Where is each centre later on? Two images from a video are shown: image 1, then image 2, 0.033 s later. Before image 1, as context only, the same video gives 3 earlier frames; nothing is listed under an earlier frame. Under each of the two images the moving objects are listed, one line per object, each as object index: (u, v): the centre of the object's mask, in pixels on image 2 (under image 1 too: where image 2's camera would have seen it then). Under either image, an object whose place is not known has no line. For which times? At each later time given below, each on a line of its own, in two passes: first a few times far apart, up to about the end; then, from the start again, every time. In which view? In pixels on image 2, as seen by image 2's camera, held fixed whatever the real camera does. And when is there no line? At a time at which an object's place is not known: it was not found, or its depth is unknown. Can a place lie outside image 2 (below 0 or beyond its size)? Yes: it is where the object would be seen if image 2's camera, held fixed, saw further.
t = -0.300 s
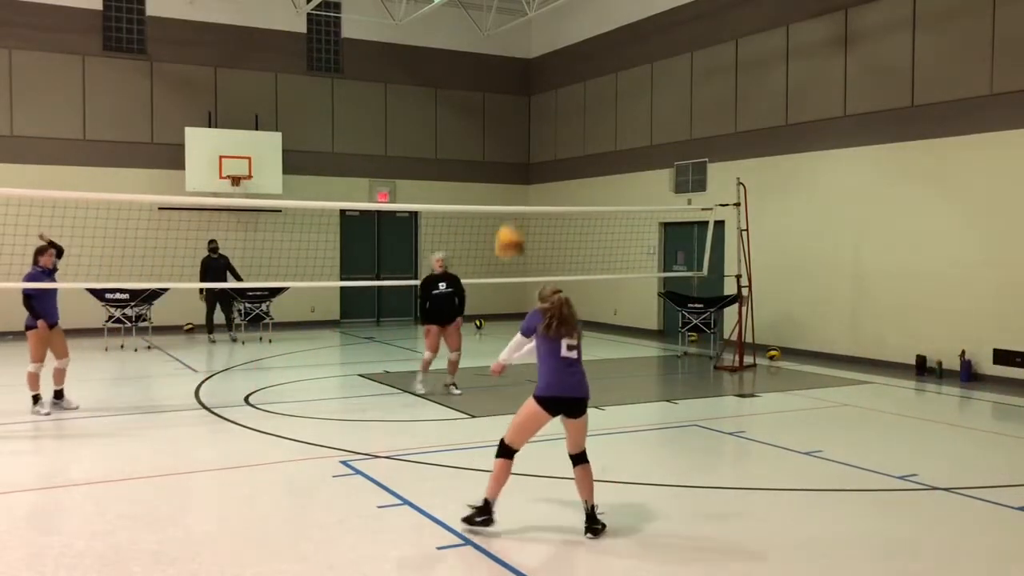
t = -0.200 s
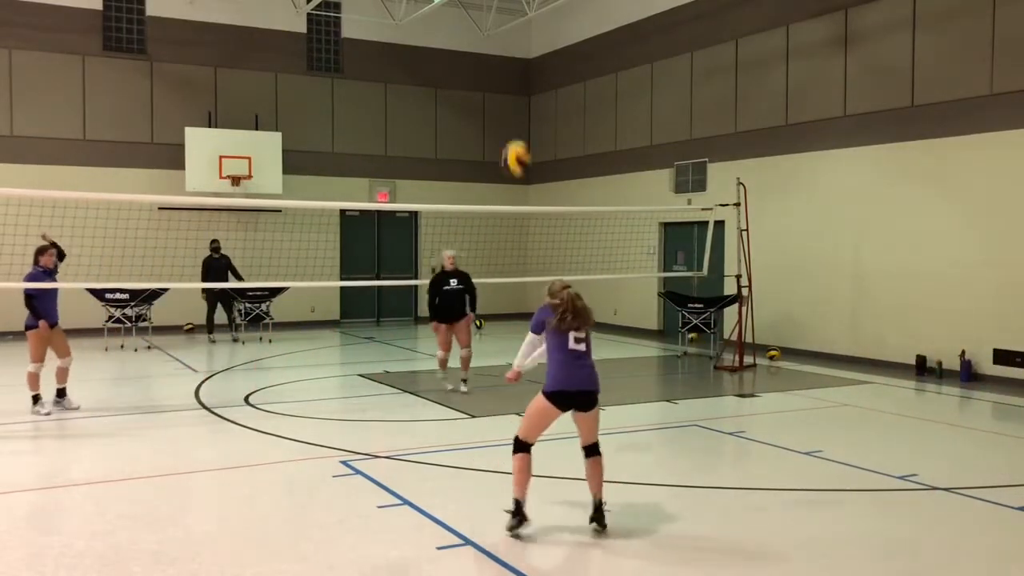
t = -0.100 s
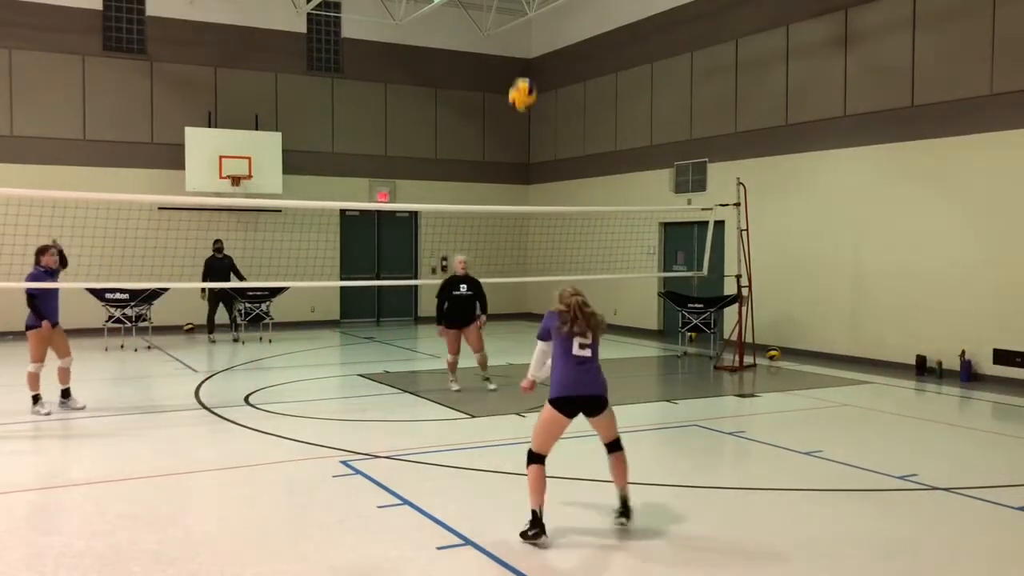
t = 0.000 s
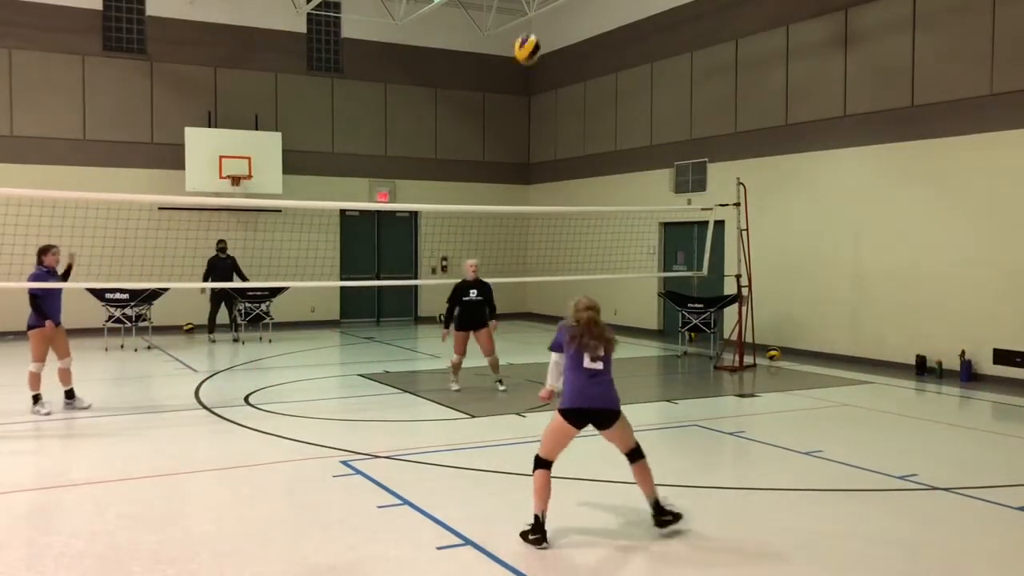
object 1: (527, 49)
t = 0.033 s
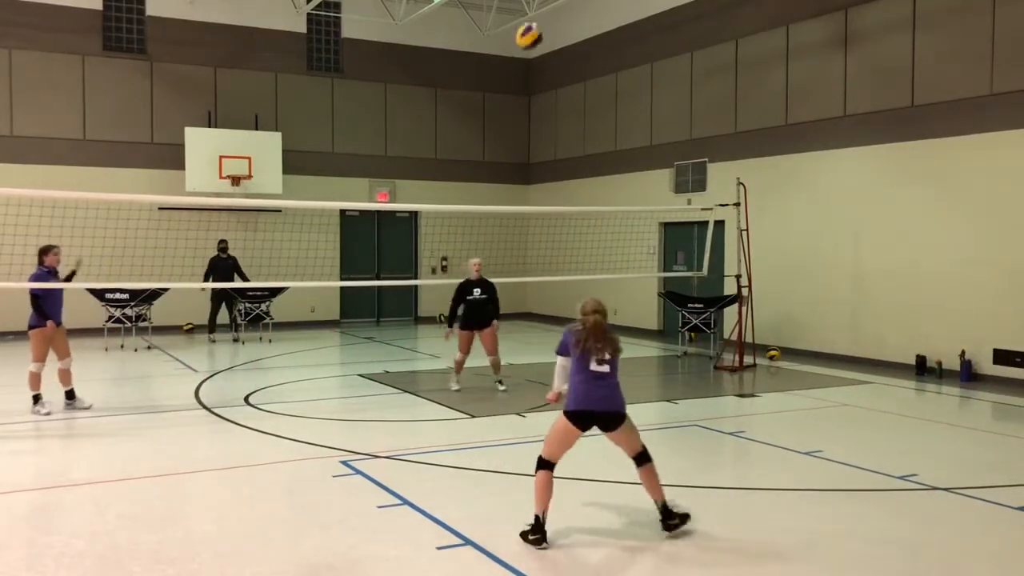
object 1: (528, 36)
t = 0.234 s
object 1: (539, 6)
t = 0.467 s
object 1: (548, 20)
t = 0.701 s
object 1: (555, 89)
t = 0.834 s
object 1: (557, 144)
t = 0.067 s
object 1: (530, 27)
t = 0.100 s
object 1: (532, 19)
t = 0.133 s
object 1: (534, 13)
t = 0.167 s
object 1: (536, 9)
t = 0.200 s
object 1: (537, 8)
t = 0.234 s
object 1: (539, 6)
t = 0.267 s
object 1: (540, 6)
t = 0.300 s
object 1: (541, 6)
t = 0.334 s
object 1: (542, 7)
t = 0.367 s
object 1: (544, 7)
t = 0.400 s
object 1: (545, 9)
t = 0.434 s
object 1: (547, 14)
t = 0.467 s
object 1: (548, 20)
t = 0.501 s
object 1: (550, 28)
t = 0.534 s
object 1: (550, 35)
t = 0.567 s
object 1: (552, 44)
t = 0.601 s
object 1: (553, 54)
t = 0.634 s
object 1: (554, 64)
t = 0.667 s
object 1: (555, 76)
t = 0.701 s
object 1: (555, 89)
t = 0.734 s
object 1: (556, 102)
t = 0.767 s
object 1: (557, 115)
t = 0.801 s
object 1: (557, 129)
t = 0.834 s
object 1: (557, 144)
